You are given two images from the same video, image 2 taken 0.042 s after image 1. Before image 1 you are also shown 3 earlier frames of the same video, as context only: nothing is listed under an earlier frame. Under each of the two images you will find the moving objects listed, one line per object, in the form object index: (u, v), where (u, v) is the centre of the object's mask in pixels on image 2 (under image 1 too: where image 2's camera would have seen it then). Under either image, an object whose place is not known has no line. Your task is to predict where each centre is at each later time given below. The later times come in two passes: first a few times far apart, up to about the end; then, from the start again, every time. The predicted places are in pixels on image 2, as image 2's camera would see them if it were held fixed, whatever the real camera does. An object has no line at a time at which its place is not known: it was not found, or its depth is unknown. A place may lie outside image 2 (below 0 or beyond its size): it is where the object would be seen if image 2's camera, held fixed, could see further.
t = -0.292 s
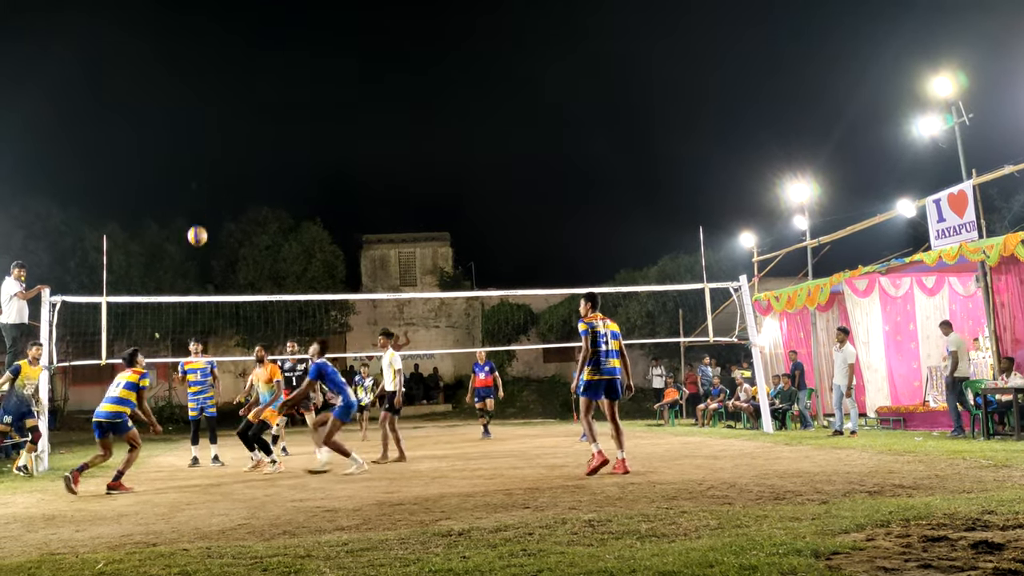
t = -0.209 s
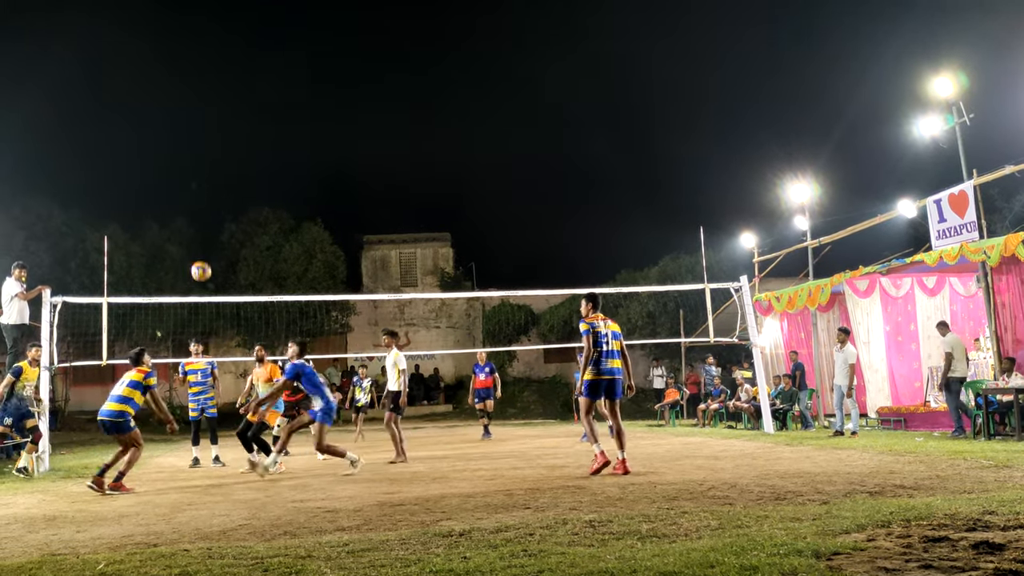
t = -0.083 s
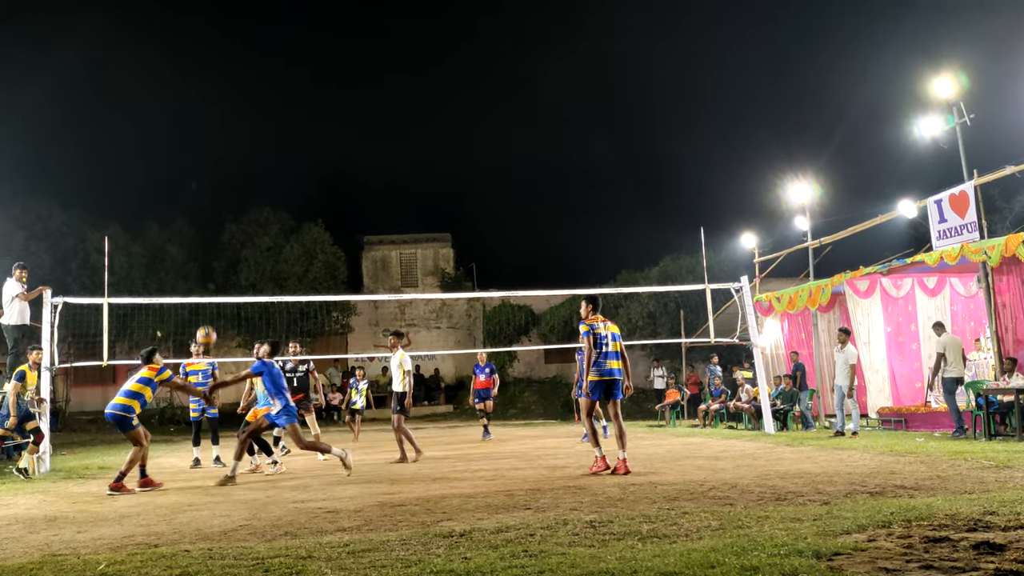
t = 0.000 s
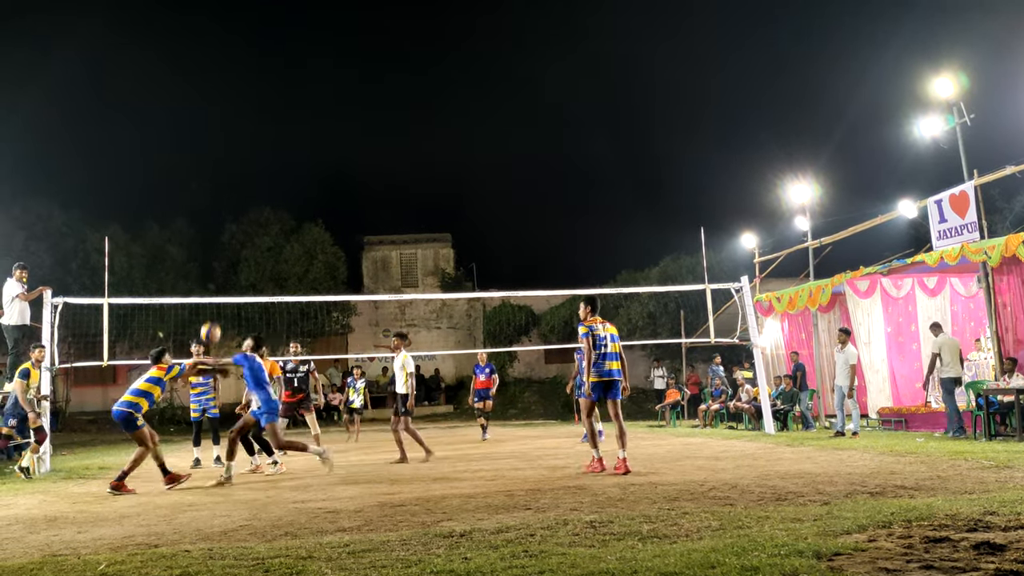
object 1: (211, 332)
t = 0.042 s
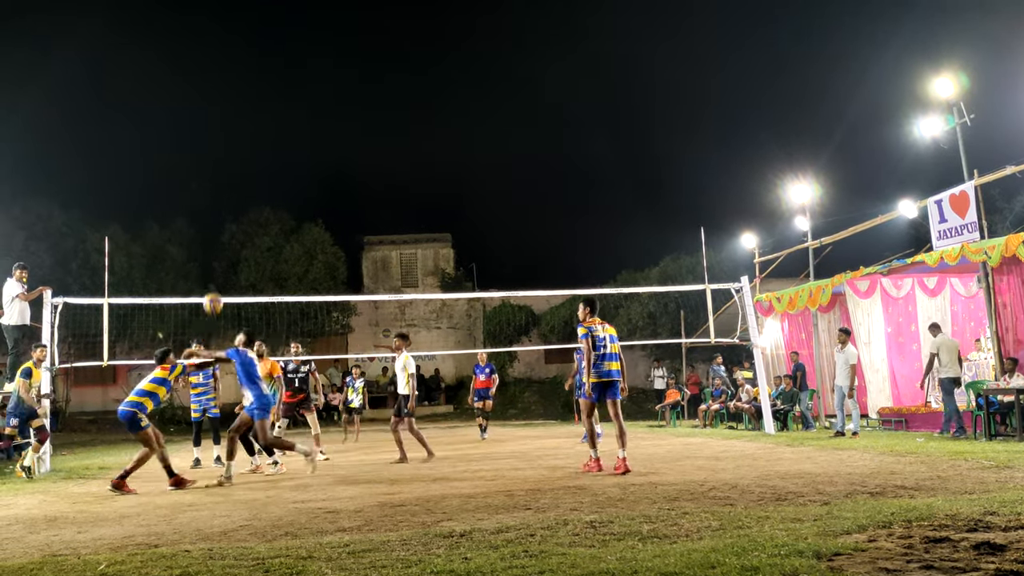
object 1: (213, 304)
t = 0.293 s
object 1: (232, 159)
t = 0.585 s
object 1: (257, 62)
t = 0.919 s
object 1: (288, 37)
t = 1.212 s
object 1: (317, 85)
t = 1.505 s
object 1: (345, 195)
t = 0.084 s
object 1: (216, 275)
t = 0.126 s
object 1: (219, 248)
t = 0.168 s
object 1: (222, 223)
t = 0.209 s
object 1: (226, 200)
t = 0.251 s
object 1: (229, 179)
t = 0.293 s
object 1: (232, 159)
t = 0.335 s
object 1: (235, 140)
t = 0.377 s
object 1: (239, 124)
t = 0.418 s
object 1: (243, 108)
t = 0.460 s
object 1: (246, 94)
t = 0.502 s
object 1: (250, 82)
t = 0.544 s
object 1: (253, 72)
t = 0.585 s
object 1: (257, 62)
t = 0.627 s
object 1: (261, 55)
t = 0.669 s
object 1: (265, 48)
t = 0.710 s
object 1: (269, 43)
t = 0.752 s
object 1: (272, 39)
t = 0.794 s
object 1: (276, 37)
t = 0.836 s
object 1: (280, 35)
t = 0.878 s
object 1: (284, 35)
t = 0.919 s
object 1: (288, 37)
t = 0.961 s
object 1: (292, 40)
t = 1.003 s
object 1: (296, 44)
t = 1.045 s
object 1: (300, 50)
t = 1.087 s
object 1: (304, 57)
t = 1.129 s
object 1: (308, 65)
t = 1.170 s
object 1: (312, 74)
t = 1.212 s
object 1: (317, 85)
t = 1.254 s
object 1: (320, 97)
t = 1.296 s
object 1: (325, 110)
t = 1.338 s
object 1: (329, 124)
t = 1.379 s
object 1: (333, 140)
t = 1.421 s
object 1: (337, 157)
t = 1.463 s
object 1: (341, 175)
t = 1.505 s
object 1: (345, 195)
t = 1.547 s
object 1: (349, 215)
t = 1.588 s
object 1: (353, 237)
